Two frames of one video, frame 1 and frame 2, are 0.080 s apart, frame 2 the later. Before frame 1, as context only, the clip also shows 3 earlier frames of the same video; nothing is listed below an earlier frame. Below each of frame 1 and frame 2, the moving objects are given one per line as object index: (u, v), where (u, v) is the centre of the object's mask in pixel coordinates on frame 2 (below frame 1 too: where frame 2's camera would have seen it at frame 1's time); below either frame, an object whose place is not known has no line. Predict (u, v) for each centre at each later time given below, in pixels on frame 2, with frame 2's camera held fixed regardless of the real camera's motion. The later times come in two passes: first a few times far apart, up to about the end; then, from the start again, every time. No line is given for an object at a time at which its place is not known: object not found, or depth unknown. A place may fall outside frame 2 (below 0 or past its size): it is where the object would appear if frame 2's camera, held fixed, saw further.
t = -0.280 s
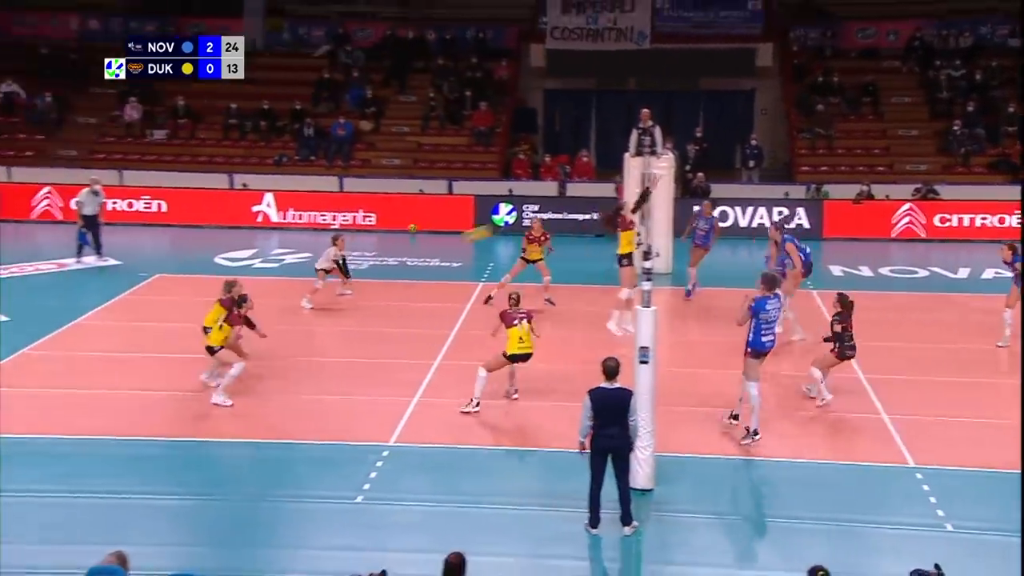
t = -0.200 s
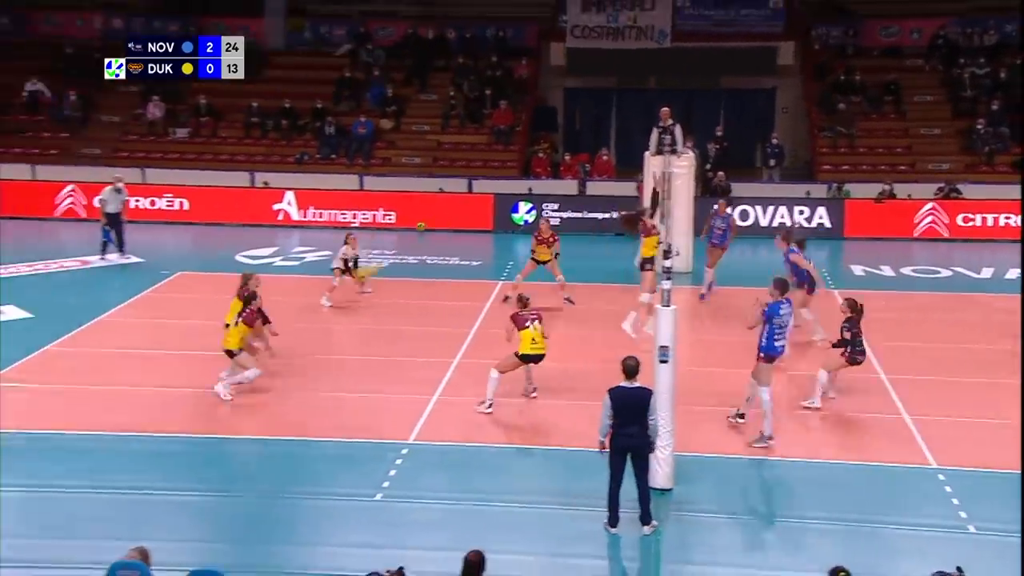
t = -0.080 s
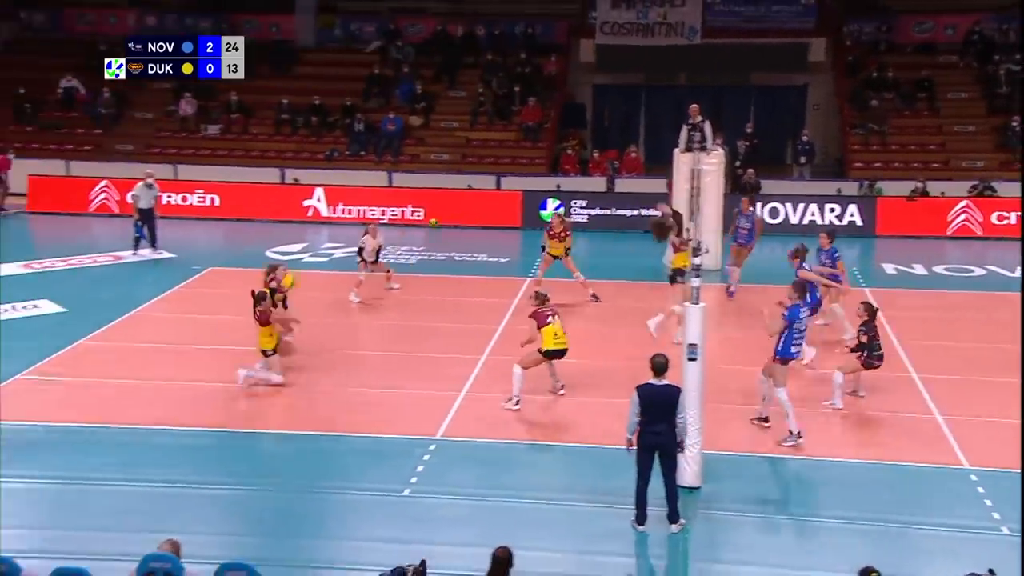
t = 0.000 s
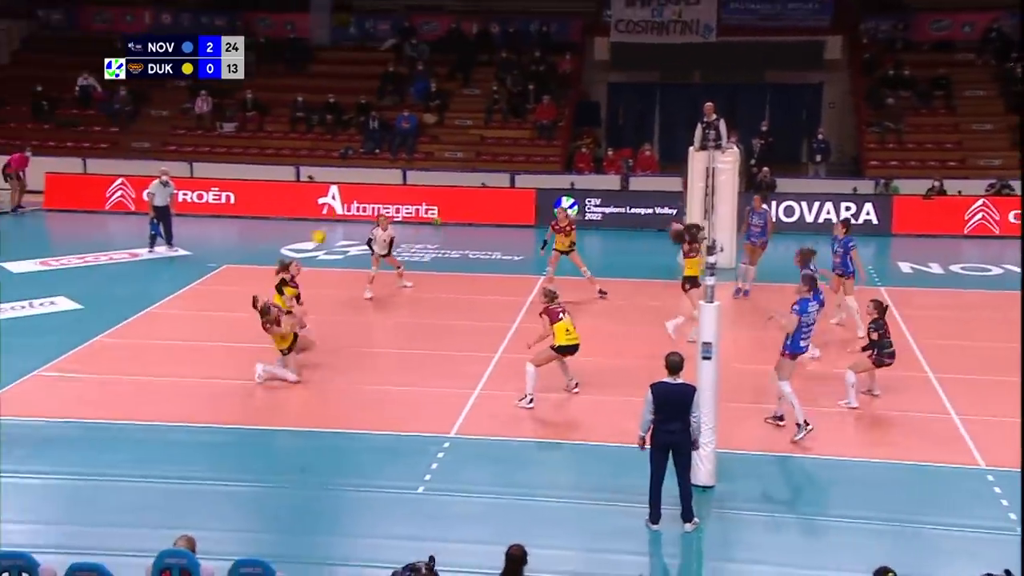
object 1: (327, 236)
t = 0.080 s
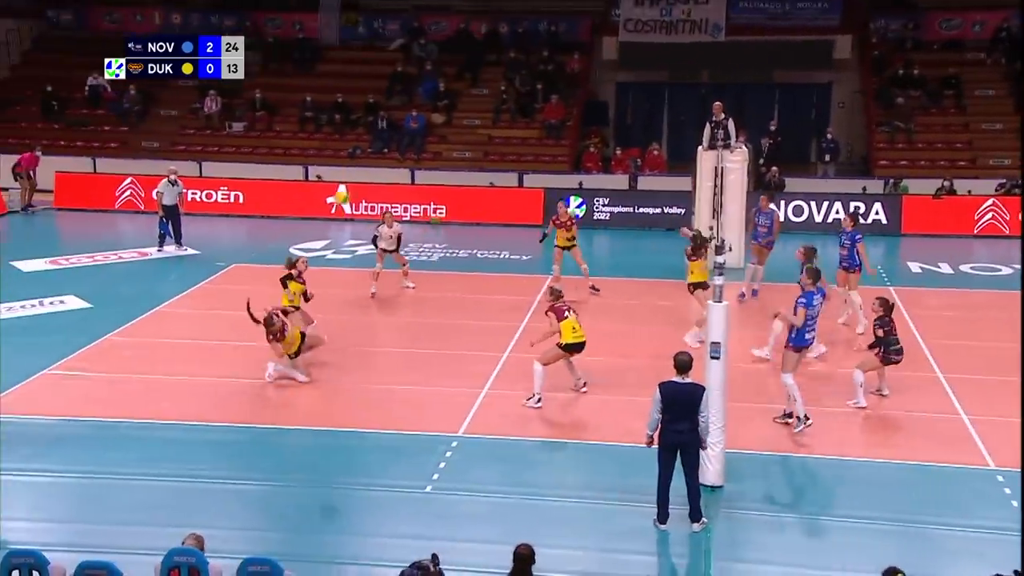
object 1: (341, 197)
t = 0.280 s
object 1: (378, 119)
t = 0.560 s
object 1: (428, 56)
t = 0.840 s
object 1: (480, 53)
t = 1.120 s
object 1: (535, 121)
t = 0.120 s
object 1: (349, 178)
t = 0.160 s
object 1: (356, 162)
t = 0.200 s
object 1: (363, 147)
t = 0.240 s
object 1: (370, 133)
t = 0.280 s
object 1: (378, 119)
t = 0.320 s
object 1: (384, 107)
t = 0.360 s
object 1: (391, 95)
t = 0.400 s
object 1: (399, 85)
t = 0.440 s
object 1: (406, 76)
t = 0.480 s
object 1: (413, 68)
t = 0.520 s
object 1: (420, 61)
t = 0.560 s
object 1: (428, 56)
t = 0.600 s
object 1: (435, 52)
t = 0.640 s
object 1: (442, 49)
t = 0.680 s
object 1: (450, 47)
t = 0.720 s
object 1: (457, 47)
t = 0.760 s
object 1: (465, 48)
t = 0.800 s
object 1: (473, 50)
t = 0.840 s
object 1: (480, 53)
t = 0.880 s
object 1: (488, 59)
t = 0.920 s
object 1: (496, 66)
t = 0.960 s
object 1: (504, 74)
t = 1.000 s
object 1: (511, 84)
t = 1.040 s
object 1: (519, 95)
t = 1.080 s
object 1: (528, 107)
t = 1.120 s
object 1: (535, 121)
